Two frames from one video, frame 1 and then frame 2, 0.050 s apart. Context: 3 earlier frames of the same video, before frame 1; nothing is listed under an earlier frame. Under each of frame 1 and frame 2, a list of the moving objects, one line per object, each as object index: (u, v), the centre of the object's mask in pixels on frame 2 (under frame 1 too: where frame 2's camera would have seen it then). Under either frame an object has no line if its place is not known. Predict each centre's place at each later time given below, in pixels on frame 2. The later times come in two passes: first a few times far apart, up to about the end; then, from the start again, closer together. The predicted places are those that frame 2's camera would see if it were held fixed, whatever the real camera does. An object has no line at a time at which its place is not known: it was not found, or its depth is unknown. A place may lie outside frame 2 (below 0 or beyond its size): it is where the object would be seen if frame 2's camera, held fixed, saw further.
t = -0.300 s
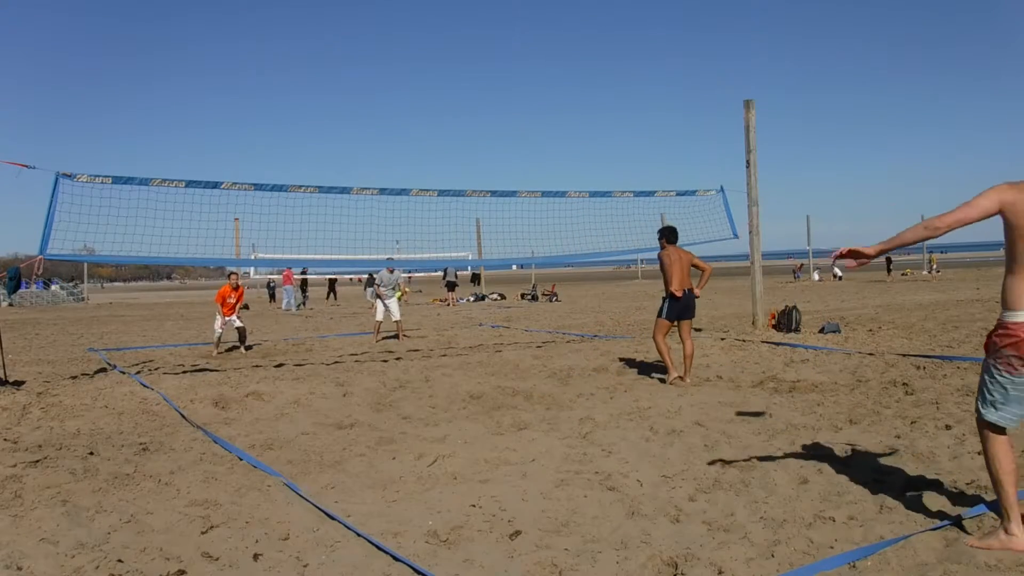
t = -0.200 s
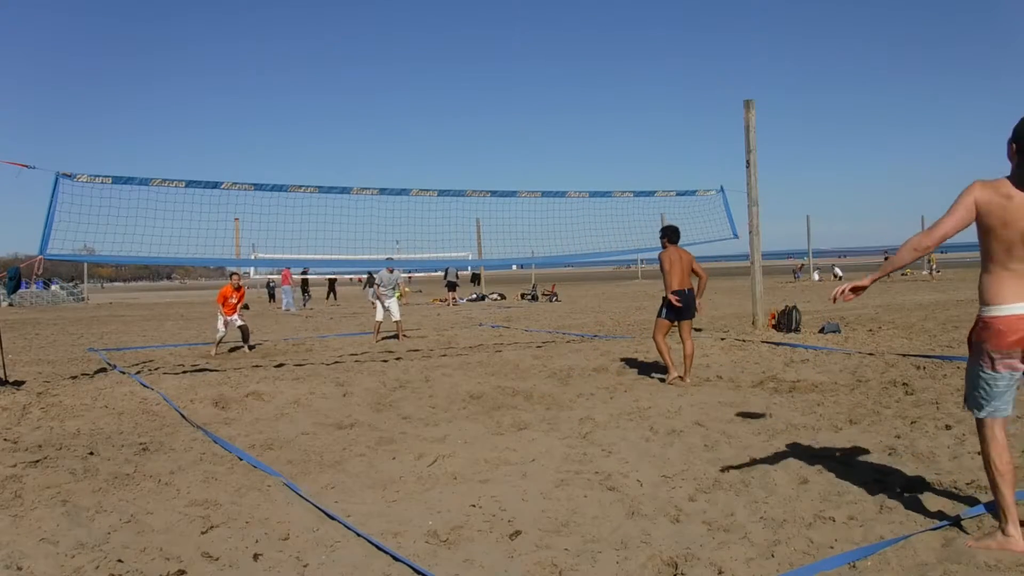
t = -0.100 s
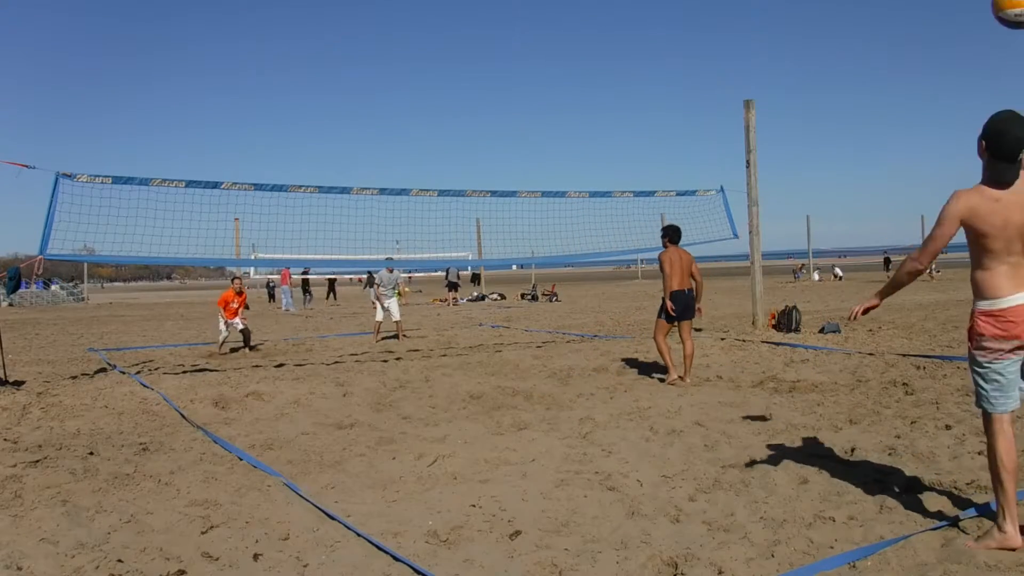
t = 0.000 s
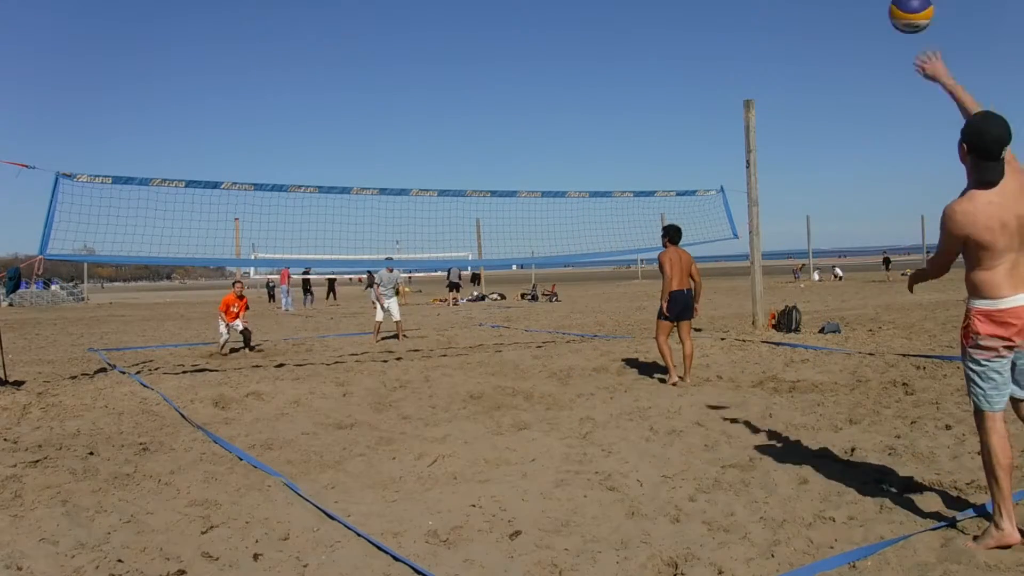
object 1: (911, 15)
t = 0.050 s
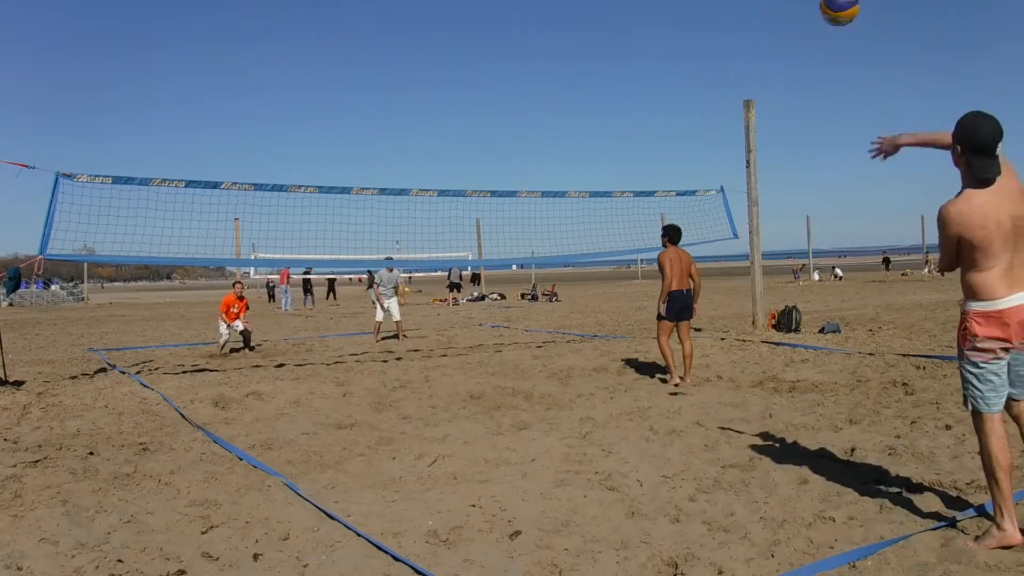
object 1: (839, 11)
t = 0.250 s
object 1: (663, 19)
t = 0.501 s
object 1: (551, 70)
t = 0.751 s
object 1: (487, 139)
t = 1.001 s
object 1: (447, 216)
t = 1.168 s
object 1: (426, 275)
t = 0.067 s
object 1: (818, 11)
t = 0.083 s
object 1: (800, 10)
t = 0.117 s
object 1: (765, 10)
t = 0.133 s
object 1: (750, 10)
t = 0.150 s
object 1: (735, 11)
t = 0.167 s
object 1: (722, 11)
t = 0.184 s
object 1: (709, 12)
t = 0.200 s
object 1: (696, 13)
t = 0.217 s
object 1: (685, 14)
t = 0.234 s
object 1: (674, 17)
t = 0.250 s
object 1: (663, 19)
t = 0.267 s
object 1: (653, 22)
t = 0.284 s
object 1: (643, 25)
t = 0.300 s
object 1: (634, 28)
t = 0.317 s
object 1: (625, 30)
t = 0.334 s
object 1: (617, 33)
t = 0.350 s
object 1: (608, 36)
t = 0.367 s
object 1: (601, 40)
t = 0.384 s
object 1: (593, 43)
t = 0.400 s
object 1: (586, 47)
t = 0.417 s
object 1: (580, 50)
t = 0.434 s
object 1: (573, 54)
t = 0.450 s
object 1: (567, 58)
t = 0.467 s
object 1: (562, 62)
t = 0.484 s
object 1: (556, 66)
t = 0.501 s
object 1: (551, 70)
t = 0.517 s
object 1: (545, 74)
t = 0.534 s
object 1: (541, 79)
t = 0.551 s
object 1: (536, 83)
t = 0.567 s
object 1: (532, 87)
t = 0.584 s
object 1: (527, 92)
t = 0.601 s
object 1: (522, 96)
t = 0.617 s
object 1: (518, 101)
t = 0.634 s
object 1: (514, 105)
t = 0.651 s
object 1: (510, 110)
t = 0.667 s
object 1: (506, 115)
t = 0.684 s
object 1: (502, 119)
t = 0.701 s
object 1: (498, 124)
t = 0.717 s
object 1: (494, 128)
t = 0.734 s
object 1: (491, 134)
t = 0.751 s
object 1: (487, 139)
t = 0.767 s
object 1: (484, 143)
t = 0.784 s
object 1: (480, 148)
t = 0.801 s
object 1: (477, 153)
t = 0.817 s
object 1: (474, 158)
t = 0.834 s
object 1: (471, 163)
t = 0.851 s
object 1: (469, 168)
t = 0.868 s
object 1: (466, 173)
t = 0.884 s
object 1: (463, 178)
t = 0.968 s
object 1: (451, 205)
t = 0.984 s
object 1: (449, 211)
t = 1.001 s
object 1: (447, 216)
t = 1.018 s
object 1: (444, 222)
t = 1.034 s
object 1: (442, 228)
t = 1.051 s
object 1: (440, 234)
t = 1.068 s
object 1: (438, 239)
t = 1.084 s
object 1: (436, 245)
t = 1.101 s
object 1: (434, 251)
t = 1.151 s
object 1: (429, 270)
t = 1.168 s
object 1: (426, 275)
